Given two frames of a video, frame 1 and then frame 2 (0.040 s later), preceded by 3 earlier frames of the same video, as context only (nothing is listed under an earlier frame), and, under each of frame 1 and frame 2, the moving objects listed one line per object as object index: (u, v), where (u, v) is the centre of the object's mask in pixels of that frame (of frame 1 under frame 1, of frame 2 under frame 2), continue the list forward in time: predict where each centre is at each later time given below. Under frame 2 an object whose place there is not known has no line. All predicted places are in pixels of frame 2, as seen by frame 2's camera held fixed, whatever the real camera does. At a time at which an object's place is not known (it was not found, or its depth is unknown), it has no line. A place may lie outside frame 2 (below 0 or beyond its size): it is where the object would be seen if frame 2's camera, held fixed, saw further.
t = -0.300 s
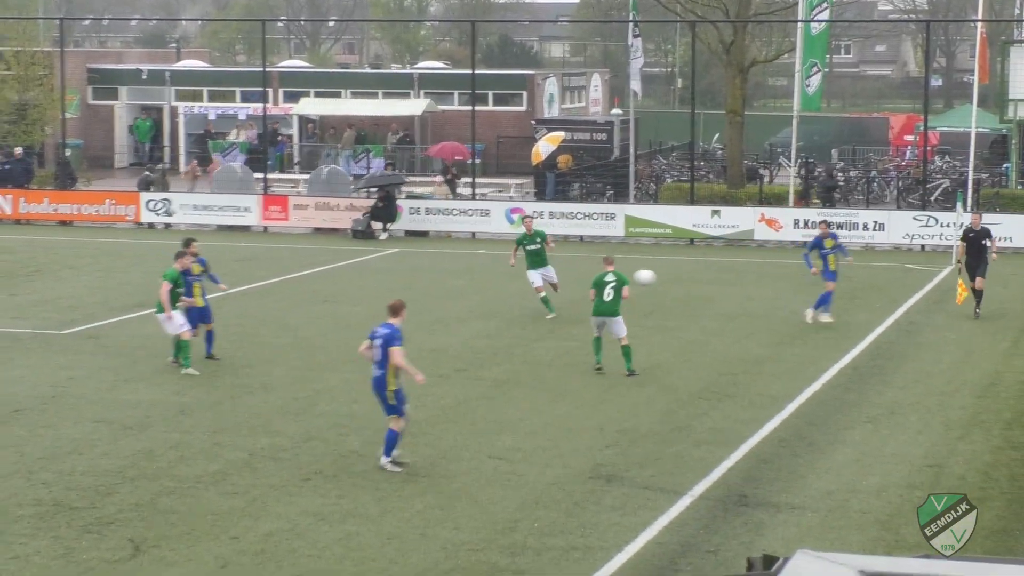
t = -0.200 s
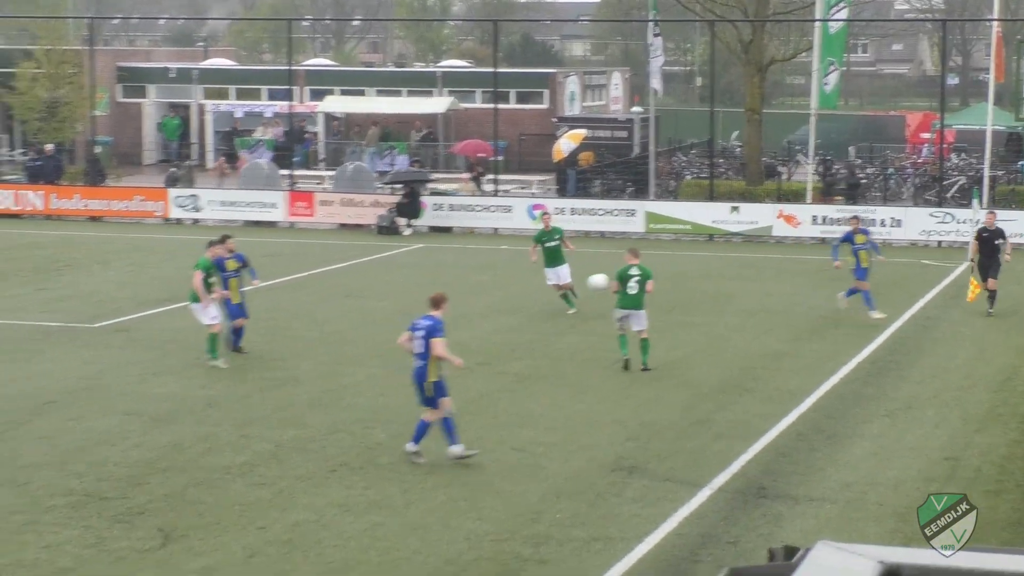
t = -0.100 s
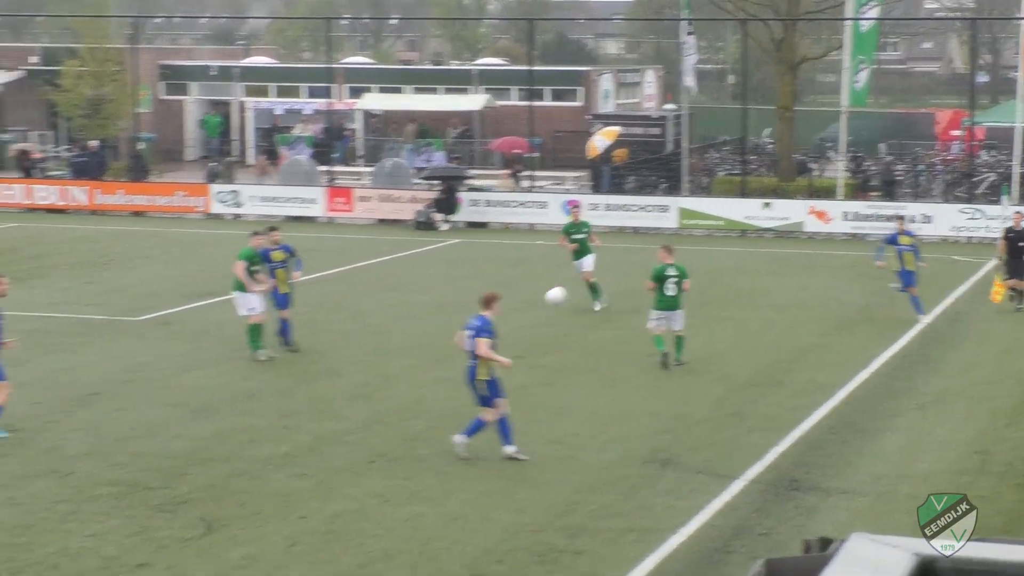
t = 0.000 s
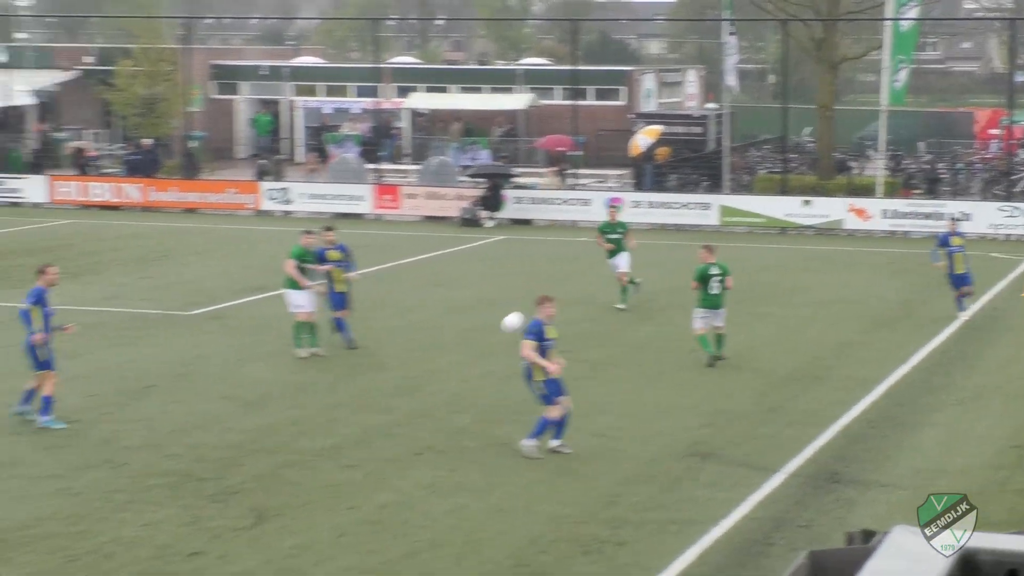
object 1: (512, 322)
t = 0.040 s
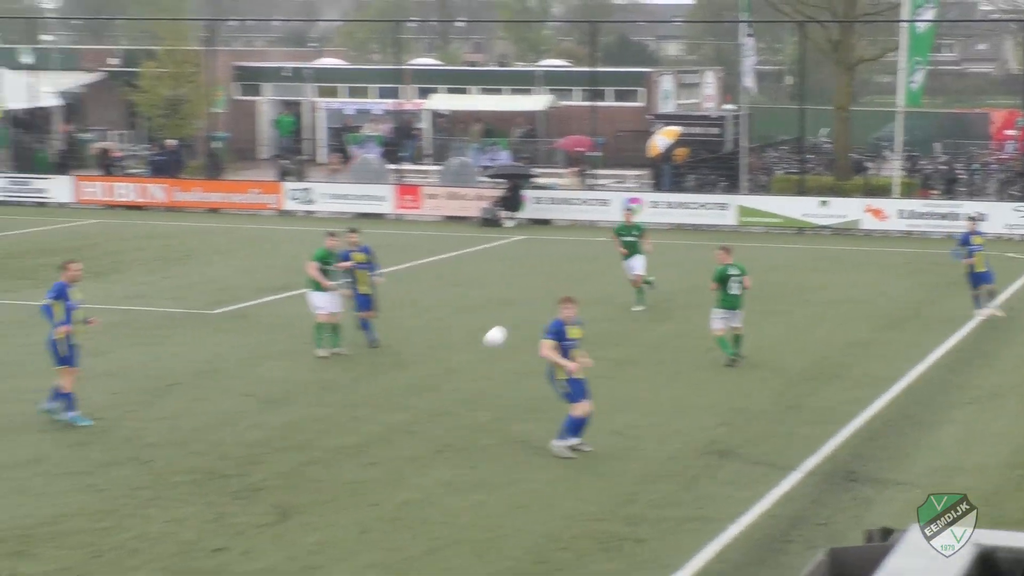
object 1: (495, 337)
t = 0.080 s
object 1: (456, 355)
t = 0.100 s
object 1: (435, 365)
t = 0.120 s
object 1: (414, 376)
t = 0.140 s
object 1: (392, 386)
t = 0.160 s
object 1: (370, 399)
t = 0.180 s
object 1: (347, 411)
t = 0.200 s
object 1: (323, 424)
